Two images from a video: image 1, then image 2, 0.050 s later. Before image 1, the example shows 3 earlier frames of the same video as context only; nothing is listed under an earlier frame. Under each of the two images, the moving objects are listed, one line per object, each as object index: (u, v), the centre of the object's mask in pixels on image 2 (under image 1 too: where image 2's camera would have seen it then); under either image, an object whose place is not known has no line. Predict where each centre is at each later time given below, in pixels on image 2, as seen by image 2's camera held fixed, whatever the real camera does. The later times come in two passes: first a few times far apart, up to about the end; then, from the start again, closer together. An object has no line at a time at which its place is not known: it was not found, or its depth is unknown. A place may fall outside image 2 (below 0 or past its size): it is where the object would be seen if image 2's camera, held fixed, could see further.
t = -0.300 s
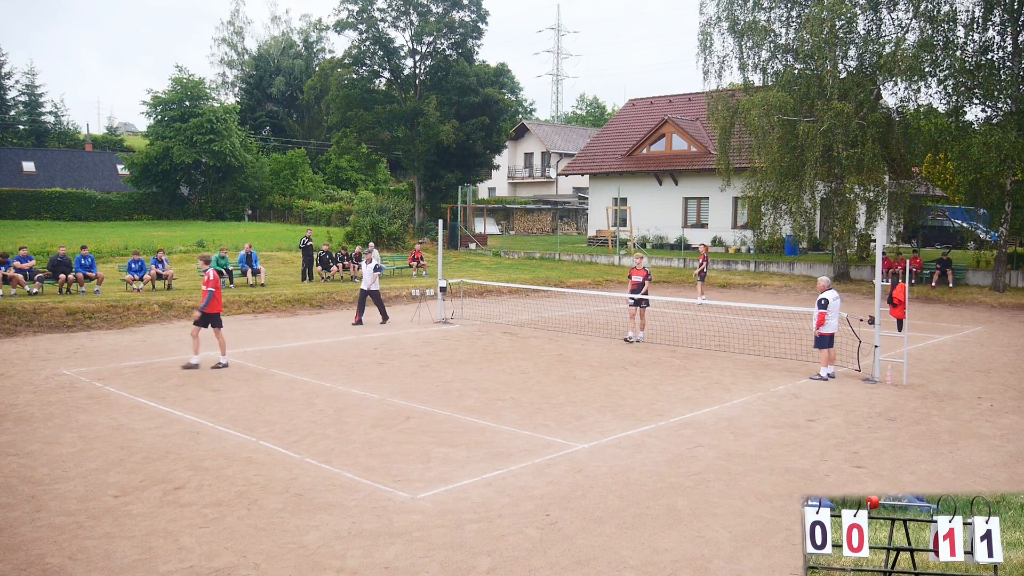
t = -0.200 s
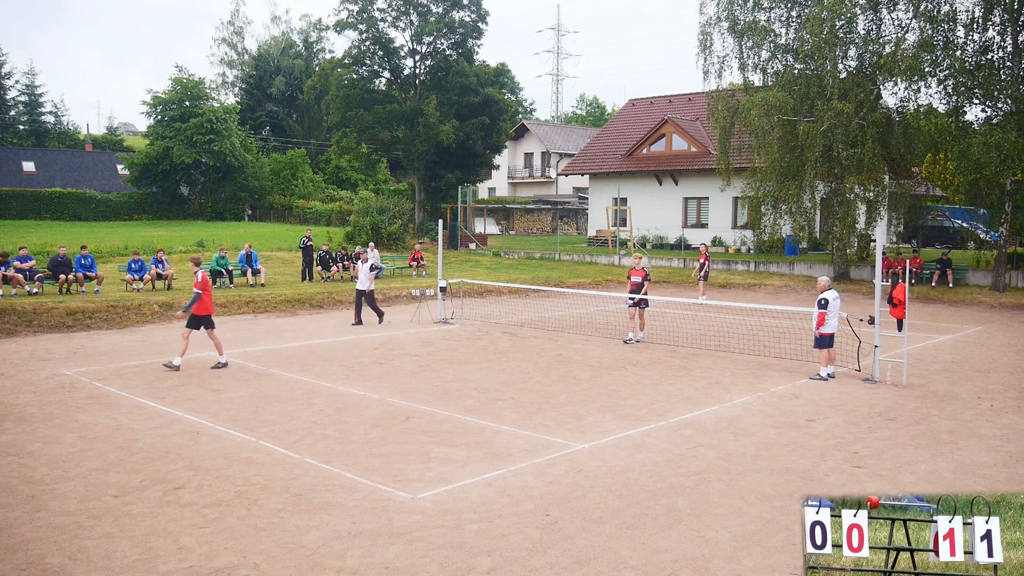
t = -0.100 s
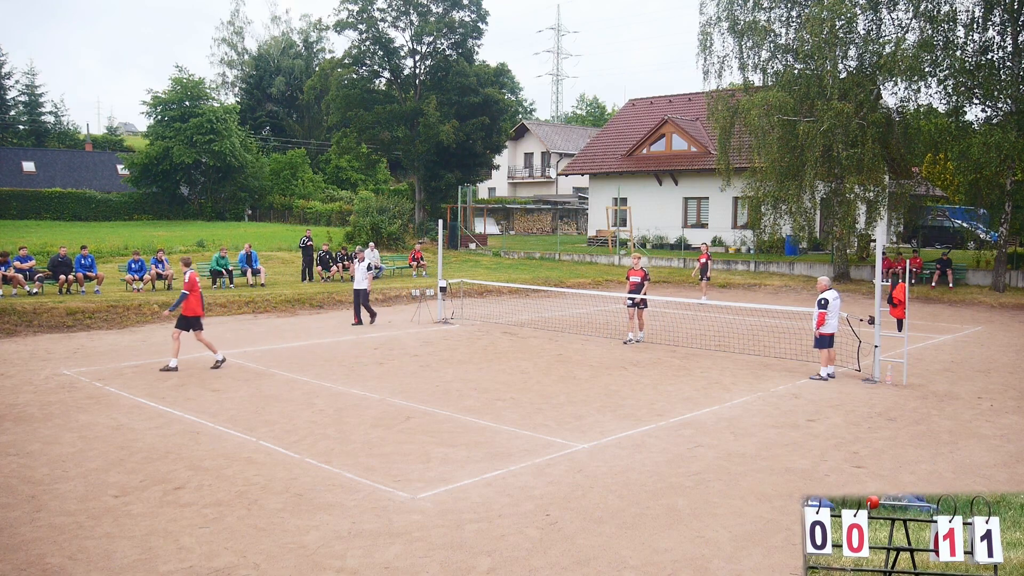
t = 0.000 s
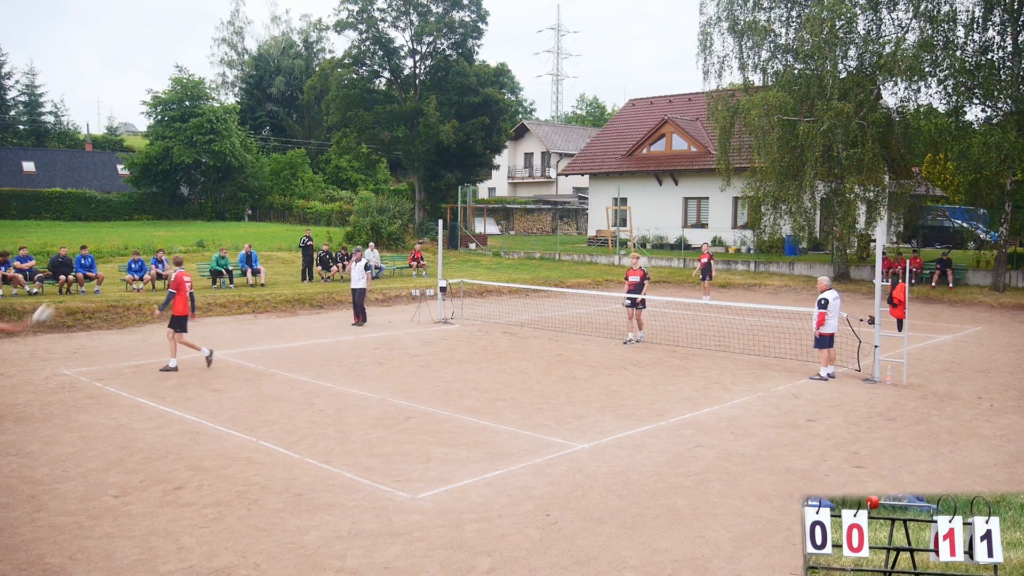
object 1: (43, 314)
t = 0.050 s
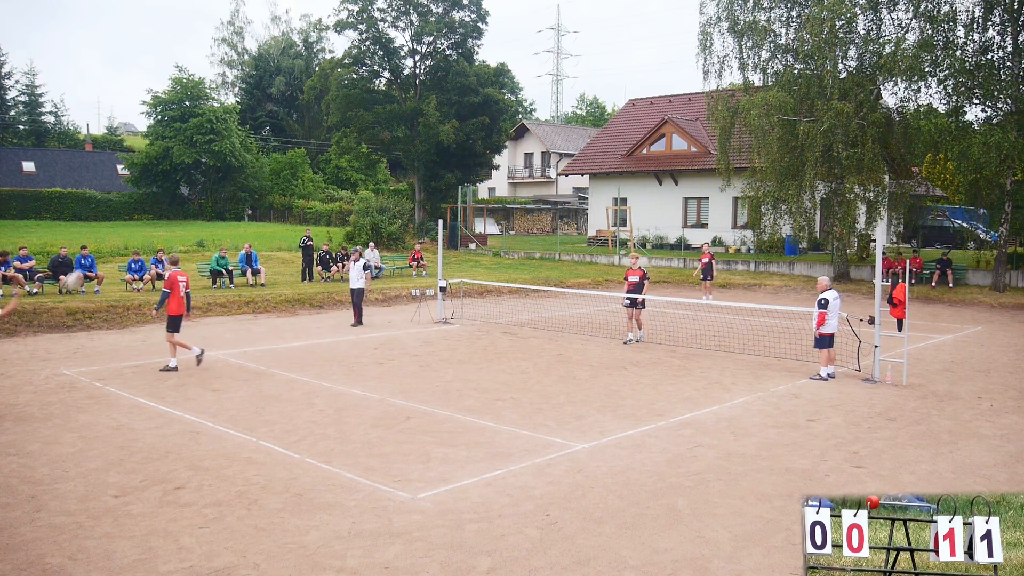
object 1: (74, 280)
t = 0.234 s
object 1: (168, 189)
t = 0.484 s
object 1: (273, 126)
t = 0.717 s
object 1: (353, 113)
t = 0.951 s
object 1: (417, 130)
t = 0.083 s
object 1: (92, 261)
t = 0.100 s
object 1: (101, 250)
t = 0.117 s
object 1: (109, 241)
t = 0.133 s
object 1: (118, 233)
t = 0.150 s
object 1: (126, 224)
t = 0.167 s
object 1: (135, 216)
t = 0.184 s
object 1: (143, 209)
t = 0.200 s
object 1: (152, 203)
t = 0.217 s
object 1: (160, 196)
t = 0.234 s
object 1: (168, 189)
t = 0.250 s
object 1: (176, 183)
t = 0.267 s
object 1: (183, 177)
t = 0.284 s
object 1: (191, 172)
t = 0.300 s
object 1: (199, 167)
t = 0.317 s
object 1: (206, 162)
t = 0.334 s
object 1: (213, 157)
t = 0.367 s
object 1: (227, 148)
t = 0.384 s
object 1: (234, 145)
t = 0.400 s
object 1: (242, 140)
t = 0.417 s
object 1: (248, 137)
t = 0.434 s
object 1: (255, 134)
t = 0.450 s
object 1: (261, 131)
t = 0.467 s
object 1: (267, 129)
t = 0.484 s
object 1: (273, 126)
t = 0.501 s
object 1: (280, 124)
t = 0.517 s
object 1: (287, 122)
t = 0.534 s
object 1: (292, 120)
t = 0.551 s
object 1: (298, 118)
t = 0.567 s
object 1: (301, 116)
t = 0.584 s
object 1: (309, 115)
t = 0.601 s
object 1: (315, 115)
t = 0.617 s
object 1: (320, 114)
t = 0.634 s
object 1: (325, 113)
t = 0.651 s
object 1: (332, 113)
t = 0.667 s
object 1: (337, 113)
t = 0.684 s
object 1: (342, 113)
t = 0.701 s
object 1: (347, 112)
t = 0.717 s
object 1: (353, 113)
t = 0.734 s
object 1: (358, 113)
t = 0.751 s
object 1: (363, 114)
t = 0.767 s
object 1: (367, 114)
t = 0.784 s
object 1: (372, 115)
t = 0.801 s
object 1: (377, 116)
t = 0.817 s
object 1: (382, 117)
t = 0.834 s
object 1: (386, 118)
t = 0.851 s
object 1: (390, 120)
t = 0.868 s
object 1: (395, 121)
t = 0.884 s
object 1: (400, 123)
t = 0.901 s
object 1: (404, 124)
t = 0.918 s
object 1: (408, 126)
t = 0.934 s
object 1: (412, 128)
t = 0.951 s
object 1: (417, 130)
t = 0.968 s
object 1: (420, 132)
